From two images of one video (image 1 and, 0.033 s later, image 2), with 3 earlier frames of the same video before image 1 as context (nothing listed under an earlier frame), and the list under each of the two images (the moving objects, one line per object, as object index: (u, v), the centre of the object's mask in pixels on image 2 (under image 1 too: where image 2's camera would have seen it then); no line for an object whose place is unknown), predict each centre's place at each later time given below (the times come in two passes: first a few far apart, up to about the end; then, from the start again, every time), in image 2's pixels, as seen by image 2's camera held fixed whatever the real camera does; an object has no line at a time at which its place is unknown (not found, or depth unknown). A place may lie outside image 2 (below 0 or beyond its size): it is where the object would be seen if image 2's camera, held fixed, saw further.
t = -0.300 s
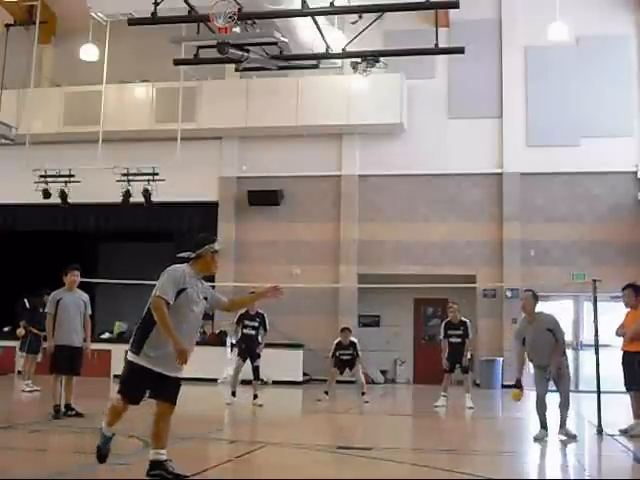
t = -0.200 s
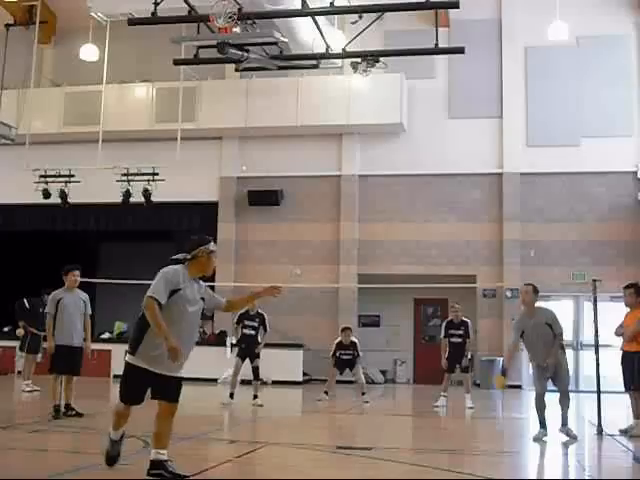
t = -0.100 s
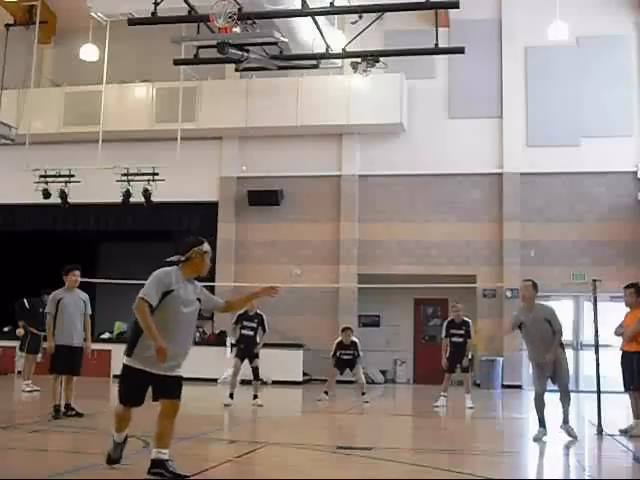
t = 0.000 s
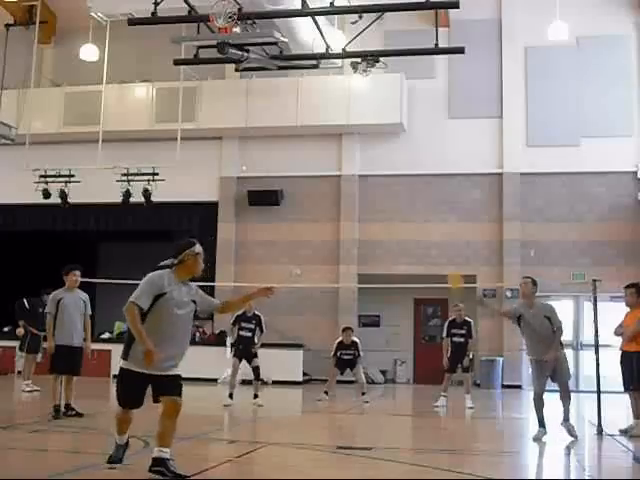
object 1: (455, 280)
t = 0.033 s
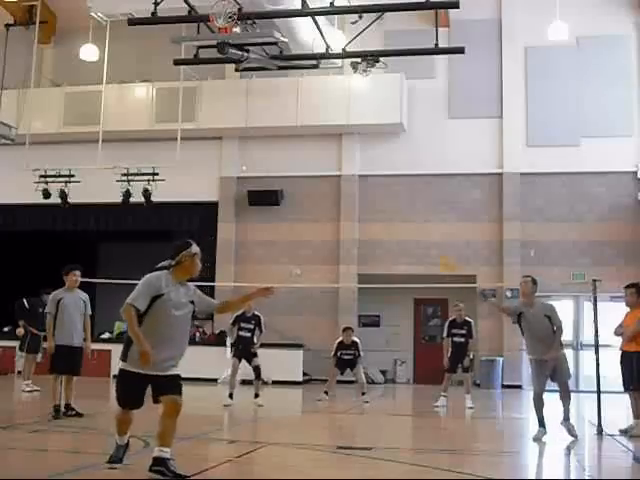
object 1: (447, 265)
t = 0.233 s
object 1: (395, 183)
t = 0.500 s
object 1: (313, 141)
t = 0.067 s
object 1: (440, 248)
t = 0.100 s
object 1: (431, 232)
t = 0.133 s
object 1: (423, 220)
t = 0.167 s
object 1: (414, 208)
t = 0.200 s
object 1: (406, 195)
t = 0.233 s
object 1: (395, 183)
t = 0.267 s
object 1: (386, 176)
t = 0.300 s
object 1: (376, 168)
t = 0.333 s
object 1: (367, 160)
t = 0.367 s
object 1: (357, 153)
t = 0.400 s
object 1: (347, 150)
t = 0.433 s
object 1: (336, 145)
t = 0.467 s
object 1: (326, 143)
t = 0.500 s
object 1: (313, 141)
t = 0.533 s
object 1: (301, 142)
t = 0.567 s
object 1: (290, 145)
